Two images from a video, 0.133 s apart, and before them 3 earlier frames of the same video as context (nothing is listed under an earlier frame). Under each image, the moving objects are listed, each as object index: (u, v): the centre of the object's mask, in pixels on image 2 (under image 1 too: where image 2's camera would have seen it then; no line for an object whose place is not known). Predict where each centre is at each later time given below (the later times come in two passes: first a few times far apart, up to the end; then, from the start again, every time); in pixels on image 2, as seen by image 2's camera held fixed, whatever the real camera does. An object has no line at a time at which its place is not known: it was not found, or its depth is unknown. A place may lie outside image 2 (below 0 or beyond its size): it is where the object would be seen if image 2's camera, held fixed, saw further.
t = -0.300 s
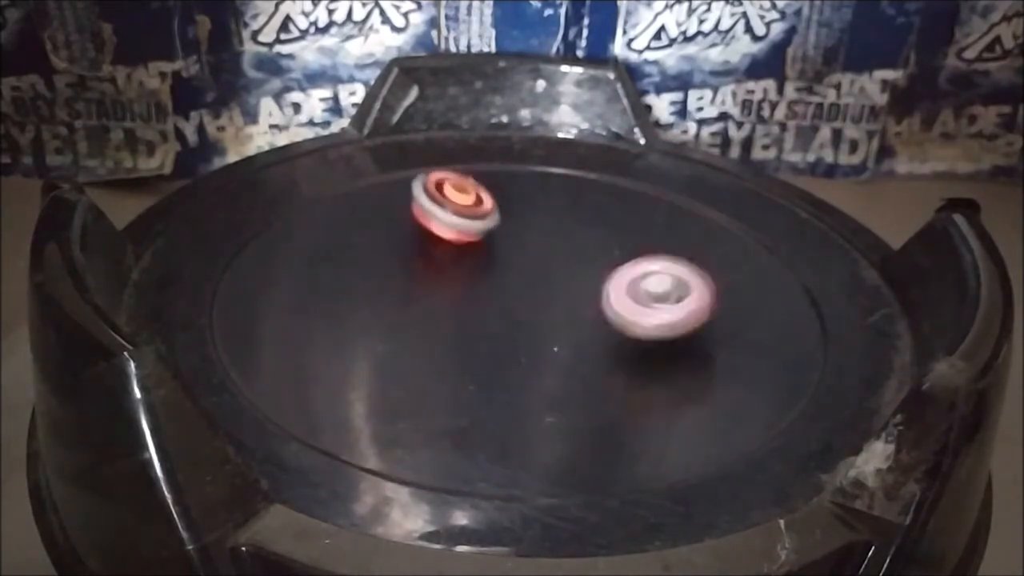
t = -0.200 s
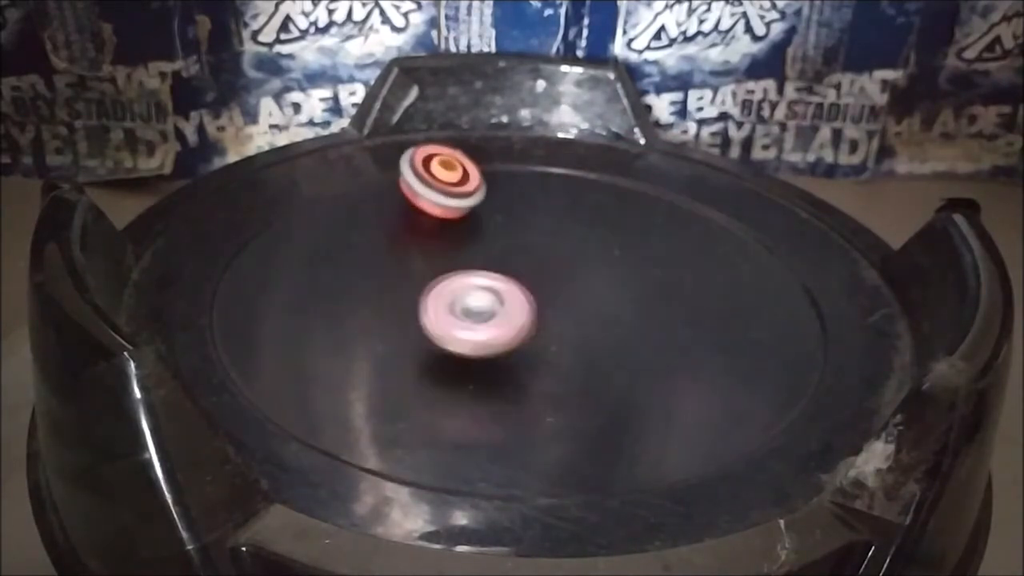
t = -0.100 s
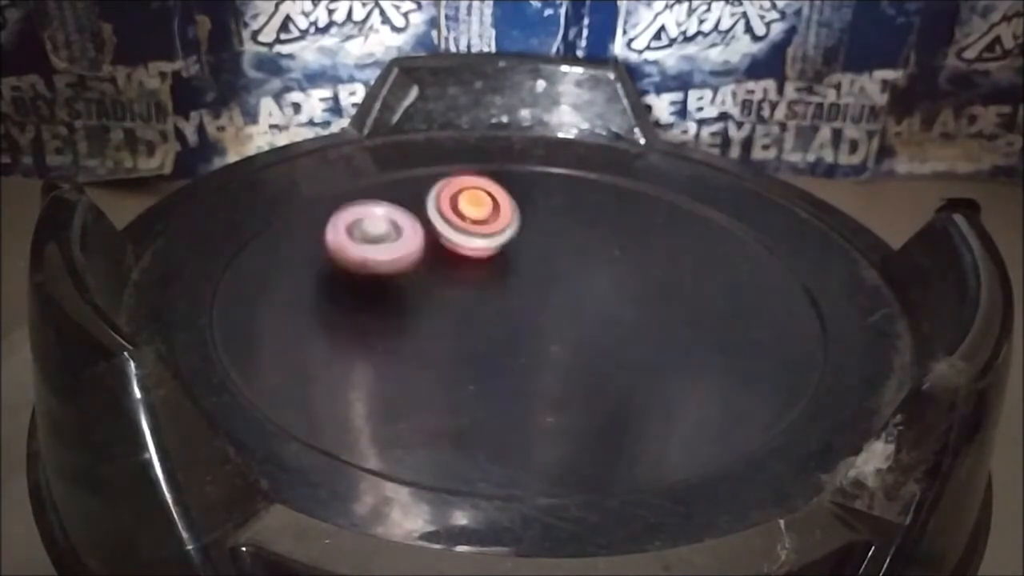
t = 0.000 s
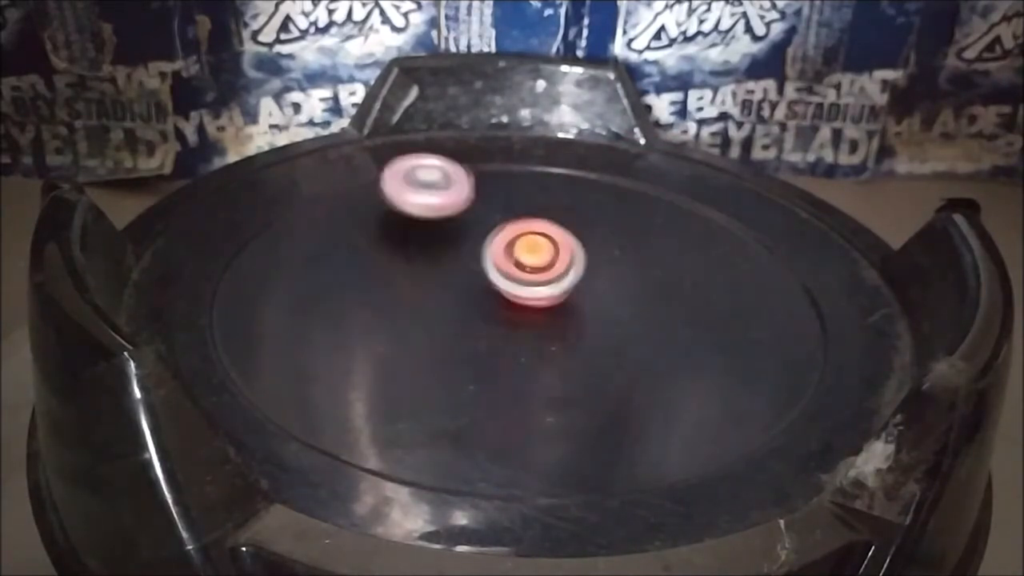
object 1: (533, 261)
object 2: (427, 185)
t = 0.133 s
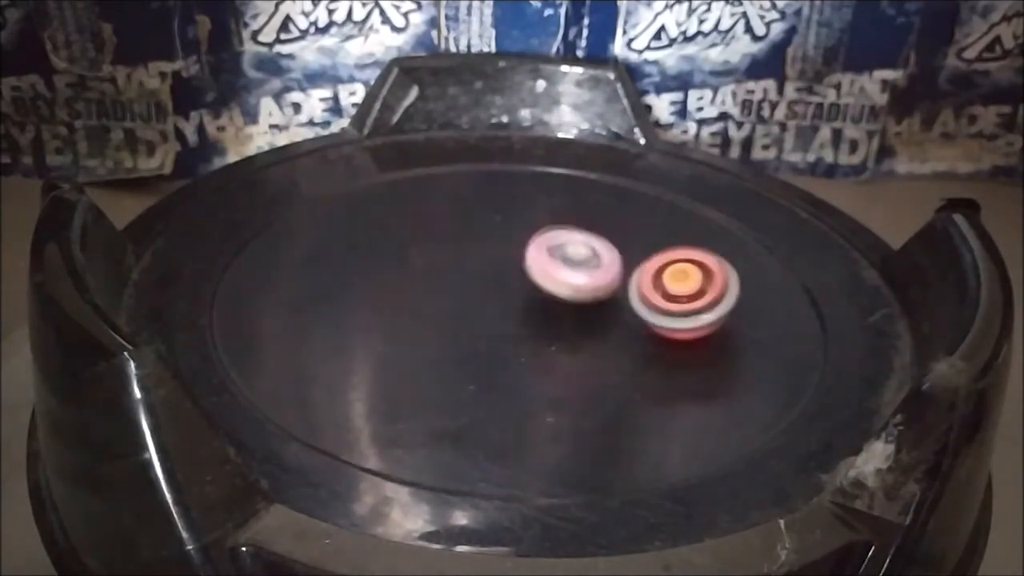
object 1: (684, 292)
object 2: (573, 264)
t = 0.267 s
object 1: (687, 305)
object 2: (503, 370)
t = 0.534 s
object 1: (447, 318)
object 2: (500, 255)
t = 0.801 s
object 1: (417, 286)
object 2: (603, 370)
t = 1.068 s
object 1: (605, 231)
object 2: (513, 194)
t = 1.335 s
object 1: (614, 342)
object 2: (431, 294)
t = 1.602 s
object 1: (430, 335)
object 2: (507, 286)
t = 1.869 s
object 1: (459, 231)
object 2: (450, 338)
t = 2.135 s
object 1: (532, 246)
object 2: (626, 350)
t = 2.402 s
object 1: (515, 250)
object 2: (467, 299)
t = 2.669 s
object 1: (530, 254)
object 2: (516, 324)
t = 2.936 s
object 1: (567, 260)
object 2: (491, 311)
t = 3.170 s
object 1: (545, 253)
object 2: (504, 314)
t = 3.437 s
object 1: (531, 234)
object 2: (501, 317)
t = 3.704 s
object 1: (521, 246)
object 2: (546, 312)
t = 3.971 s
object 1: (488, 246)
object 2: (530, 308)
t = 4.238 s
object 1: (484, 254)
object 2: (522, 317)
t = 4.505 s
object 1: (482, 255)
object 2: (508, 335)
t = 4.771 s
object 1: (490, 256)
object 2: (538, 315)
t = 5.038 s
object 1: (461, 272)
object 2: (569, 299)
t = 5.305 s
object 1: (441, 283)
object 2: (556, 275)
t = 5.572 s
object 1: (448, 293)
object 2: (569, 297)
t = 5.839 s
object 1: (452, 293)
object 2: (554, 280)
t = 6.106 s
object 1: (454, 307)
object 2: (557, 291)
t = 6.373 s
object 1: (451, 303)
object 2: (558, 280)
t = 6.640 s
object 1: (462, 311)
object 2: (546, 267)
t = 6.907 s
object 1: (465, 310)
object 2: (543, 267)
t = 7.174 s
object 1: (451, 317)
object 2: (541, 265)
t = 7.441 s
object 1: (467, 314)
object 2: (530, 264)
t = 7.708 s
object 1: (480, 321)
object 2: (532, 261)
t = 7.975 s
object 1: (474, 317)
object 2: (528, 257)
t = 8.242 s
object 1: (502, 322)
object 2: (509, 254)
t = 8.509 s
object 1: (495, 320)
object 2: (502, 255)
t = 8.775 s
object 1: (533, 332)
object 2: (489, 251)
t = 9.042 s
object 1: (530, 320)
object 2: (492, 259)
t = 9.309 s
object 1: (563, 318)
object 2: (495, 268)
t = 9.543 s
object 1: (547, 320)
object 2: (504, 264)
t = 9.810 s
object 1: (541, 318)
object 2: (498, 263)
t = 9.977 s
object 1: (543, 319)
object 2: (512, 260)
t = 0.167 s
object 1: (697, 294)
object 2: (582, 296)
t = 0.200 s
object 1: (700, 297)
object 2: (572, 327)
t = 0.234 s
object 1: (698, 301)
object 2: (546, 354)
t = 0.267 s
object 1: (687, 305)
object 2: (503, 370)
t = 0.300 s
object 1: (671, 310)
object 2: (446, 375)
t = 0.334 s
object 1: (649, 315)
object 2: (388, 364)
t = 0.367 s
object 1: (627, 320)
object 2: (346, 341)
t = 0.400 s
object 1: (604, 323)
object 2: (335, 310)
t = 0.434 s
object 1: (574, 325)
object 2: (357, 286)
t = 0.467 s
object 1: (535, 326)
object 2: (397, 269)
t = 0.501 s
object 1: (490, 324)
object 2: (446, 260)
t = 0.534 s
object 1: (447, 318)
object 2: (500, 255)
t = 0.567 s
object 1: (405, 312)
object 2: (552, 257)
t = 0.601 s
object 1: (376, 306)
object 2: (603, 263)
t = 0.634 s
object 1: (364, 301)
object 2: (650, 273)
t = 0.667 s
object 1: (363, 297)
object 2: (688, 291)
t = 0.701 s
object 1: (368, 293)
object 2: (710, 313)
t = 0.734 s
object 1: (381, 290)
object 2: (706, 339)
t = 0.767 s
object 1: (398, 288)
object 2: (665, 361)
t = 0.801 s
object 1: (417, 286)
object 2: (603, 370)
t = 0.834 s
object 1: (440, 282)
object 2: (538, 362)
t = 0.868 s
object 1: (467, 270)
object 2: (487, 341)
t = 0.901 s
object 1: (504, 259)
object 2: (455, 313)
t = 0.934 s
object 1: (533, 251)
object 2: (444, 282)
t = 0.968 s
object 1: (559, 239)
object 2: (447, 253)
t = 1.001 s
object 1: (578, 231)
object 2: (463, 228)
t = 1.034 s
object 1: (589, 228)
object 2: (490, 208)
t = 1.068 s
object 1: (605, 231)
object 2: (513, 194)
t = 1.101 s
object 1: (628, 238)
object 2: (523, 186)
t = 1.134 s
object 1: (641, 247)
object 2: (542, 186)
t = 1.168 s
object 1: (647, 259)
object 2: (559, 201)
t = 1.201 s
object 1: (647, 273)
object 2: (562, 227)
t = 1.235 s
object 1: (645, 289)
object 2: (546, 256)
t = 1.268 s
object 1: (638, 306)
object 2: (515, 279)
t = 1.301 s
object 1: (628, 324)
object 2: (474, 292)
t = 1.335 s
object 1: (614, 342)
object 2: (431, 294)
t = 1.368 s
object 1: (597, 357)
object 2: (388, 287)
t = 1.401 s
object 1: (576, 369)
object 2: (354, 274)
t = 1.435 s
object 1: (553, 374)
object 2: (337, 256)
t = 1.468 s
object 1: (521, 372)
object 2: (353, 242)
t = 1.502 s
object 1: (500, 367)
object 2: (380, 241)
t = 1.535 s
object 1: (473, 361)
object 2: (425, 249)
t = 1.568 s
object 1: (450, 349)
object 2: (469, 265)
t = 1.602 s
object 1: (430, 335)
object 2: (507, 286)
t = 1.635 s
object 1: (417, 321)
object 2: (533, 308)
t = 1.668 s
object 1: (409, 305)
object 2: (553, 331)
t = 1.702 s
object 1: (406, 288)
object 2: (561, 354)
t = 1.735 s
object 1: (409, 273)
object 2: (554, 373)
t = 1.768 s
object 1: (418, 259)
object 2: (525, 384)
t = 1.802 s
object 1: (429, 247)
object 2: (484, 382)
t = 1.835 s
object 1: (443, 237)
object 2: (454, 363)
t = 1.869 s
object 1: (459, 231)
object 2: (450, 338)
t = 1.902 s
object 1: (476, 226)
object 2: (466, 313)
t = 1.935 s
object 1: (494, 226)
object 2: (495, 295)
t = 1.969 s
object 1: (510, 217)
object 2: (537, 292)
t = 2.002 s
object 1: (518, 203)
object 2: (583, 303)
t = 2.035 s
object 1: (524, 204)
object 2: (618, 312)
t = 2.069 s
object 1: (526, 213)
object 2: (642, 324)
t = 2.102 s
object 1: (528, 227)
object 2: (647, 338)
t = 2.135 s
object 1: (532, 246)
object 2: (626, 350)
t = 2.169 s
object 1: (540, 270)
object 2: (586, 351)
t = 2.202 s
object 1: (541, 279)
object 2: (551, 350)
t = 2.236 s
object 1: (528, 271)
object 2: (531, 369)
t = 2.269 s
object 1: (518, 266)
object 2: (504, 368)
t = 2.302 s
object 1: (514, 266)
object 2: (478, 350)
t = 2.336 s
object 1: (509, 266)
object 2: (466, 327)
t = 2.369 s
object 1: (510, 259)
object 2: (465, 311)
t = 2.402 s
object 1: (515, 250)
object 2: (467, 299)
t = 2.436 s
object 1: (524, 232)
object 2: (469, 299)
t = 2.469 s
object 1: (524, 214)
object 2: (480, 298)
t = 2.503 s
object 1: (523, 206)
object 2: (497, 300)
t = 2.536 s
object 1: (522, 207)
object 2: (514, 305)
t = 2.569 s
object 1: (521, 215)
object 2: (525, 312)
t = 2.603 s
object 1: (522, 228)
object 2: (530, 319)
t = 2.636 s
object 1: (524, 242)
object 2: (527, 324)
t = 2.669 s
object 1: (530, 254)
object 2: (516, 324)
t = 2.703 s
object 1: (546, 262)
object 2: (501, 327)
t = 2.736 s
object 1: (557, 259)
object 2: (486, 335)
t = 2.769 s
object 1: (558, 263)
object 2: (478, 330)
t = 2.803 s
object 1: (555, 265)
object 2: (480, 320)
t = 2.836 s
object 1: (556, 267)
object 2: (489, 312)
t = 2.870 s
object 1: (563, 263)
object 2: (492, 308)
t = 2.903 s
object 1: (568, 260)
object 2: (493, 309)
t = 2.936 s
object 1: (567, 260)
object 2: (491, 311)
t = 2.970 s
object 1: (564, 259)
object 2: (490, 310)
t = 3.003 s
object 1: (561, 258)
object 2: (494, 309)
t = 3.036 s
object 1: (558, 257)
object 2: (503, 307)
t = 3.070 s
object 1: (558, 254)
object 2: (508, 311)
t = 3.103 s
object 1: (553, 254)
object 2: (507, 314)
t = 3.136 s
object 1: (549, 254)
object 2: (505, 316)
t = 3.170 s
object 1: (545, 253)
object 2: (504, 314)
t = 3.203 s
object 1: (542, 252)
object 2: (510, 310)
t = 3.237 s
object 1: (540, 248)
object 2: (513, 312)
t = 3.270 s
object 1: (539, 248)
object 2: (507, 318)
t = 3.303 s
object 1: (534, 247)
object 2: (499, 319)
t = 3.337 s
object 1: (531, 247)
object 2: (493, 315)
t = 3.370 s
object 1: (529, 246)
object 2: (494, 309)
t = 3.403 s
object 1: (527, 245)
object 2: (502, 303)
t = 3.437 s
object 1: (531, 234)
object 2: (501, 317)
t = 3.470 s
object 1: (534, 231)
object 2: (491, 325)
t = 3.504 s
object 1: (532, 235)
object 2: (479, 328)
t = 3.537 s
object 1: (530, 240)
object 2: (470, 324)
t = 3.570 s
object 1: (529, 244)
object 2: (470, 317)
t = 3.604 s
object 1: (528, 246)
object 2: (482, 308)
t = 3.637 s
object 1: (526, 246)
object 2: (501, 304)
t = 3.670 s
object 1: (524, 241)
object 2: (523, 306)
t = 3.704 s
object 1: (521, 246)
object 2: (546, 312)
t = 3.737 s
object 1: (515, 250)
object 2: (559, 316)
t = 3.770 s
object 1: (511, 252)
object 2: (564, 323)
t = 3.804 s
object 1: (506, 254)
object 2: (559, 327)
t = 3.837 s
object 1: (502, 255)
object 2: (545, 326)
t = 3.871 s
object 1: (498, 255)
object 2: (531, 318)
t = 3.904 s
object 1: (492, 250)
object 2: (528, 313)
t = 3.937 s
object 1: (490, 245)
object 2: (529, 311)
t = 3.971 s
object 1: (488, 246)
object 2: (530, 308)
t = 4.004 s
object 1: (487, 247)
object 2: (532, 305)
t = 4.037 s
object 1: (487, 246)
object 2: (538, 303)
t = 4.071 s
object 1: (487, 248)
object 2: (541, 302)
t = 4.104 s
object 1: (487, 248)
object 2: (546, 304)
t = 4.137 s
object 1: (487, 248)
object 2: (552, 311)
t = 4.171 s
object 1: (486, 251)
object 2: (548, 318)
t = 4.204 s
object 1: (486, 253)
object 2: (540, 320)
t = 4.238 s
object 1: (484, 254)
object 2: (522, 317)
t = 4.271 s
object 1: (479, 250)
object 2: (514, 312)
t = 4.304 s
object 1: (478, 247)
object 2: (515, 309)
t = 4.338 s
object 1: (473, 247)
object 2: (524, 309)
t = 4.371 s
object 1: (469, 238)
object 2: (536, 322)
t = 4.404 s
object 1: (472, 240)
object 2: (539, 333)
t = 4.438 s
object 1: (475, 245)
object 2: (531, 340)
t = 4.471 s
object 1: (478, 249)
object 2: (521, 340)
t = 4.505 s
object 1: (482, 255)
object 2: (508, 335)
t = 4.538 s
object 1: (485, 256)
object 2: (502, 324)
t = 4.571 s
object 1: (486, 249)
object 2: (510, 326)
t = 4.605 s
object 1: (484, 230)
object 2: (520, 335)
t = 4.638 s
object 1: (488, 227)
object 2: (523, 341)
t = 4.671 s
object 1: (490, 233)
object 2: (522, 341)
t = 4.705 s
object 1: (490, 241)
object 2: (521, 336)
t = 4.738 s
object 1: (490, 248)
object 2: (524, 327)
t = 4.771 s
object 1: (490, 256)
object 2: (538, 315)
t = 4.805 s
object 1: (489, 261)
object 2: (553, 306)
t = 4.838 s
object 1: (477, 264)
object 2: (576, 302)
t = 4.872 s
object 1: (467, 270)
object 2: (596, 302)
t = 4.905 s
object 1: (464, 272)
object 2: (608, 304)
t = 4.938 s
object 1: (463, 272)
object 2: (611, 306)
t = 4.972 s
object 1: (462, 272)
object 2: (604, 307)
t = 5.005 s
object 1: (461, 272)
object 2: (588, 305)
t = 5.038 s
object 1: (461, 272)
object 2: (569, 299)
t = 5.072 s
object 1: (453, 268)
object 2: (563, 293)
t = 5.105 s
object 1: (446, 266)
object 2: (567, 288)
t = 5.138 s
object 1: (447, 268)
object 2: (569, 285)
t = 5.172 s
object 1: (448, 270)
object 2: (567, 283)
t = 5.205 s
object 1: (450, 272)
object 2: (559, 282)
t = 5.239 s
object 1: (448, 275)
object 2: (552, 280)
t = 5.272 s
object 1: (439, 278)
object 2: (555, 277)
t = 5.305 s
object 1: (441, 283)
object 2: (556, 275)
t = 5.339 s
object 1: (442, 285)
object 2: (554, 276)
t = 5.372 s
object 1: (443, 287)
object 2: (548, 277)
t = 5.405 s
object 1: (428, 288)
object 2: (554, 275)
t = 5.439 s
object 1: (408, 290)
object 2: (574, 274)
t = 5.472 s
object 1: (409, 290)
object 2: (588, 278)
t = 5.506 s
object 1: (418, 292)
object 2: (593, 284)
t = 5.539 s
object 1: (431, 294)
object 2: (586, 292)
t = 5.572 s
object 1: (448, 293)
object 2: (569, 297)
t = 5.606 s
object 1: (442, 290)
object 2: (566, 299)
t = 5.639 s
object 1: (430, 285)
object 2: (567, 298)
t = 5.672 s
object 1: (436, 286)
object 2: (562, 296)
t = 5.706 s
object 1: (447, 290)
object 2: (556, 293)
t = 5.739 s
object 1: (438, 290)
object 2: (558, 289)
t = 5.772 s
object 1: (444, 289)
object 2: (557, 285)
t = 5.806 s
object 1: (452, 292)
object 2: (556, 282)
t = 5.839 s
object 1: (452, 293)
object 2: (554, 280)
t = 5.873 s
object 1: (448, 294)
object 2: (556, 278)
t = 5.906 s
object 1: (449, 296)
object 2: (559, 277)
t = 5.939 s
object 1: (459, 298)
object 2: (560, 278)
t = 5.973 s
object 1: (456, 299)
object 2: (564, 280)
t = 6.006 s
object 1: (450, 300)
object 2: (572, 282)
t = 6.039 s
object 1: (456, 302)
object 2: (573, 286)
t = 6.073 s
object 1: (458, 303)
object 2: (568, 289)
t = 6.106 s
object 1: (454, 307)
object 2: (557, 291)
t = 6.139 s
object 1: (450, 308)
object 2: (555, 287)
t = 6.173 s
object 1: (440, 310)
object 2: (559, 283)
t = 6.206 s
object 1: (437, 310)
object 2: (564, 278)
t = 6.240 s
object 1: (438, 307)
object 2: (566, 278)
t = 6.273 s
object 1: (439, 306)
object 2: (566, 277)
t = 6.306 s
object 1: (442, 306)
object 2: (565, 278)
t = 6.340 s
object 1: (447, 305)
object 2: (564, 279)
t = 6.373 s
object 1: (451, 303)
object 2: (558, 280)
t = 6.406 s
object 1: (457, 303)
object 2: (555, 281)
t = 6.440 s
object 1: (459, 303)
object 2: (553, 279)
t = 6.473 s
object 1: (457, 304)
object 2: (549, 278)
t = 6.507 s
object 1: (459, 306)
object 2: (547, 276)
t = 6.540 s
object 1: (458, 309)
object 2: (547, 273)
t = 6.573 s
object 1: (459, 310)
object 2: (546, 270)
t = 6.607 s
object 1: (461, 311)
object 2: (546, 269)
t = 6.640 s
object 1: (462, 311)
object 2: (546, 267)
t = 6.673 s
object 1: (465, 311)
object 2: (546, 266)
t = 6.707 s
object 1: (470, 310)
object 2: (548, 266)
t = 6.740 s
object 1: (474, 310)
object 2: (548, 267)
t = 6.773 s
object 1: (474, 310)
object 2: (548, 267)
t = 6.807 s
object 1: (471, 312)
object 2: (547, 267)
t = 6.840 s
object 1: (469, 312)
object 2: (545, 267)
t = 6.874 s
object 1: (468, 310)
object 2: (542, 268)
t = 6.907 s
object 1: (465, 310)
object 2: (543, 267)
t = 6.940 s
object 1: (456, 317)
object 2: (543, 264)
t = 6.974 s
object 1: (453, 321)
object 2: (543, 262)
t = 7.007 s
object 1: (449, 324)
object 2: (545, 261)
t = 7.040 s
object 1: (448, 325)
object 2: (546, 260)
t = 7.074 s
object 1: (448, 324)
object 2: (546, 260)
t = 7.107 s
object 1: (447, 321)
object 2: (546, 262)
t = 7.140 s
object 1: (449, 321)
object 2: (544, 263)
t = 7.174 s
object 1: (451, 317)
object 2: (541, 265)
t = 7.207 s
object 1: (453, 317)
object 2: (537, 267)
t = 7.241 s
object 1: (457, 313)
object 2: (535, 269)
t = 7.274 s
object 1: (459, 313)
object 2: (532, 269)
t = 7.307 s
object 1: (457, 315)
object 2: (533, 267)
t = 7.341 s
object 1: (457, 316)
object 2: (532, 266)
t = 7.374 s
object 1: (459, 316)
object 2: (531, 264)
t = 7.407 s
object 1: (462, 315)
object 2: (531, 264)
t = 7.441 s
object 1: (467, 314)
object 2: (530, 264)
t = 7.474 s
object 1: (472, 313)
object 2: (531, 265)
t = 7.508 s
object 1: (476, 318)
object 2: (532, 263)
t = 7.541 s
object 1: (478, 321)
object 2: (533, 261)
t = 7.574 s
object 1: (480, 322)
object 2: (534, 261)
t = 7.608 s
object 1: (481, 319)
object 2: (535, 261)
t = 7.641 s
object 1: (482, 319)
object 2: (535, 262)
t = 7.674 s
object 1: (483, 317)
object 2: (533, 263)
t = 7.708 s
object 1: (480, 321)
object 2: (532, 261)
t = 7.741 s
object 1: (477, 325)
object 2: (532, 259)
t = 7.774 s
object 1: (475, 326)
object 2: (532, 259)
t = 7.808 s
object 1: (472, 327)
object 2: (532, 258)
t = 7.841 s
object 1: (471, 326)
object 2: (531, 256)
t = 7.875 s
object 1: (471, 324)
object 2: (530, 255)
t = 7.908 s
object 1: (472, 322)
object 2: (529, 255)
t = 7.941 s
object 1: (474, 320)
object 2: (528, 256)
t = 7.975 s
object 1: (474, 317)
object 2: (528, 257)
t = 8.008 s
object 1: (478, 314)
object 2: (526, 257)
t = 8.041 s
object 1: (484, 312)
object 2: (523, 256)
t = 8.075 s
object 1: (489, 314)
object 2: (522, 254)
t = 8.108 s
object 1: (495, 317)
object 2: (518, 254)
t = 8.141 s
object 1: (501, 317)
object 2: (516, 252)
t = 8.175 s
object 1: (505, 317)
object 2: (513, 253)
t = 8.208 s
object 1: (504, 319)
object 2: (511, 255)
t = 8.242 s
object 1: (502, 322)
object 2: (509, 254)
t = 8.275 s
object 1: (502, 326)
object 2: (508, 255)
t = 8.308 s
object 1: (502, 328)
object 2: (508, 254)
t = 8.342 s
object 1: (502, 329)
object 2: (508, 254)
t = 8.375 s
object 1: (498, 329)
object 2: (506, 254)
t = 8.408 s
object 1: (497, 327)
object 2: (504, 254)
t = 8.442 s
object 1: (495, 324)
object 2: (504, 254)
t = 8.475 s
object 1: (494, 322)
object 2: (503, 255)
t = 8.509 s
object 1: (495, 320)
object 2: (502, 255)
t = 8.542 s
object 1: (499, 319)
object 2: (499, 255)
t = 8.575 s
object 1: (505, 319)
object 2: (496, 255)
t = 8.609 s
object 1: (510, 320)
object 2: (493, 256)
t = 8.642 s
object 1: (518, 327)
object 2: (491, 256)
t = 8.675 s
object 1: (525, 328)
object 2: (490, 254)
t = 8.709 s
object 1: (531, 330)
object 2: (490, 253)
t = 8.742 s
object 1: (533, 332)
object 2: (491, 252)
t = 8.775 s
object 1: (533, 332)
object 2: (489, 251)
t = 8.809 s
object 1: (533, 334)
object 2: (487, 251)
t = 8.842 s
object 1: (531, 334)
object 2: (485, 252)
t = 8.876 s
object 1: (530, 334)
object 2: (486, 254)
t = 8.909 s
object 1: (530, 331)
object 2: (486, 255)
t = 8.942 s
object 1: (528, 329)
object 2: (486, 256)
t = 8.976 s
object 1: (527, 326)
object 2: (487, 257)
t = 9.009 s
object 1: (528, 323)
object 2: (489, 258)
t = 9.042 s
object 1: (530, 320)
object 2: (492, 259)
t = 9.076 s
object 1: (537, 319)
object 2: (492, 260)
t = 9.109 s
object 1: (544, 317)
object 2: (494, 262)
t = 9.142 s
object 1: (549, 315)
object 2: (496, 265)
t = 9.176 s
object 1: (553, 313)
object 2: (495, 263)
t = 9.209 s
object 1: (556, 315)
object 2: (494, 263)
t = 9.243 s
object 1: (557, 317)
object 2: (493, 264)
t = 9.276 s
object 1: (562, 317)
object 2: (493, 267)
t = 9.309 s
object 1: (563, 318)
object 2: (495, 268)
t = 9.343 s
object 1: (561, 316)
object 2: (498, 268)
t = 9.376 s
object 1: (560, 316)
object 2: (499, 267)
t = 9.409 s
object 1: (562, 317)
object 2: (501, 261)
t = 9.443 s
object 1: (557, 318)
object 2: (501, 261)
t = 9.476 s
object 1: (553, 318)
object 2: (501, 264)
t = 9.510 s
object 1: (550, 318)
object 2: (503, 264)
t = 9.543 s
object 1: (547, 320)
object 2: (504, 264)
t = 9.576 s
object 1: (544, 321)
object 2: (504, 262)
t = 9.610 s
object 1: (541, 318)
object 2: (500, 262)
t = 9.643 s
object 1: (538, 318)
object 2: (499, 261)
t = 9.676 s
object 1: (537, 319)
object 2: (498, 261)
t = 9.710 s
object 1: (539, 320)
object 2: (496, 262)
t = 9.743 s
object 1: (540, 319)
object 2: (495, 262)
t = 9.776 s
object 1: (542, 319)
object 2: (497, 263)
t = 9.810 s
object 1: (541, 318)
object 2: (498, 263)
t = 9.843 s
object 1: (542, 318)
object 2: (500, 263)
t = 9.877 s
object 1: (542, 318)
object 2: (504, 261)
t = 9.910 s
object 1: (543, 318)
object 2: (507, 260)
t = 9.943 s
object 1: (544, 319)
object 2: (509, 260)
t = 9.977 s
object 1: (543, 319)
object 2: (512, 260)
